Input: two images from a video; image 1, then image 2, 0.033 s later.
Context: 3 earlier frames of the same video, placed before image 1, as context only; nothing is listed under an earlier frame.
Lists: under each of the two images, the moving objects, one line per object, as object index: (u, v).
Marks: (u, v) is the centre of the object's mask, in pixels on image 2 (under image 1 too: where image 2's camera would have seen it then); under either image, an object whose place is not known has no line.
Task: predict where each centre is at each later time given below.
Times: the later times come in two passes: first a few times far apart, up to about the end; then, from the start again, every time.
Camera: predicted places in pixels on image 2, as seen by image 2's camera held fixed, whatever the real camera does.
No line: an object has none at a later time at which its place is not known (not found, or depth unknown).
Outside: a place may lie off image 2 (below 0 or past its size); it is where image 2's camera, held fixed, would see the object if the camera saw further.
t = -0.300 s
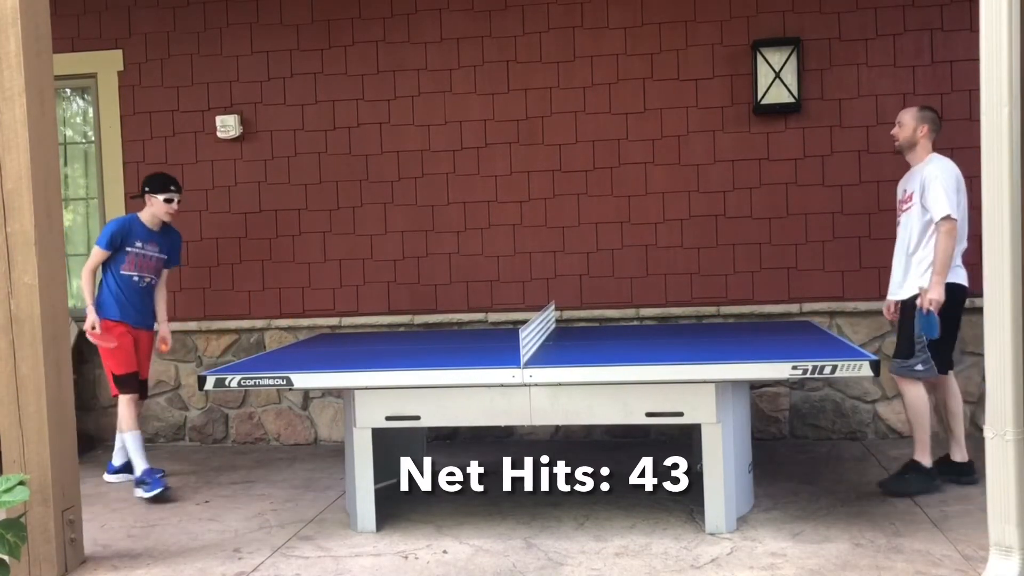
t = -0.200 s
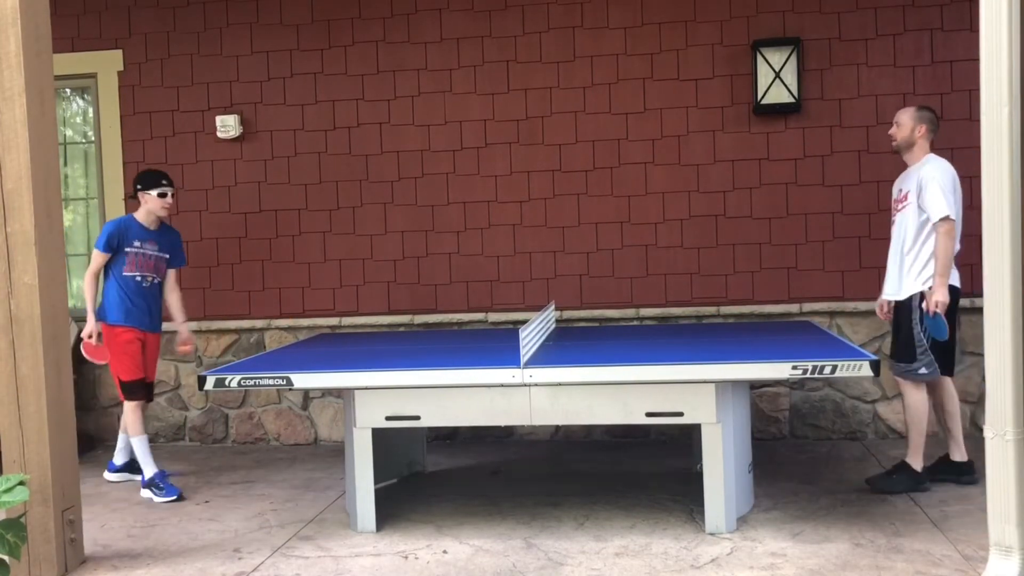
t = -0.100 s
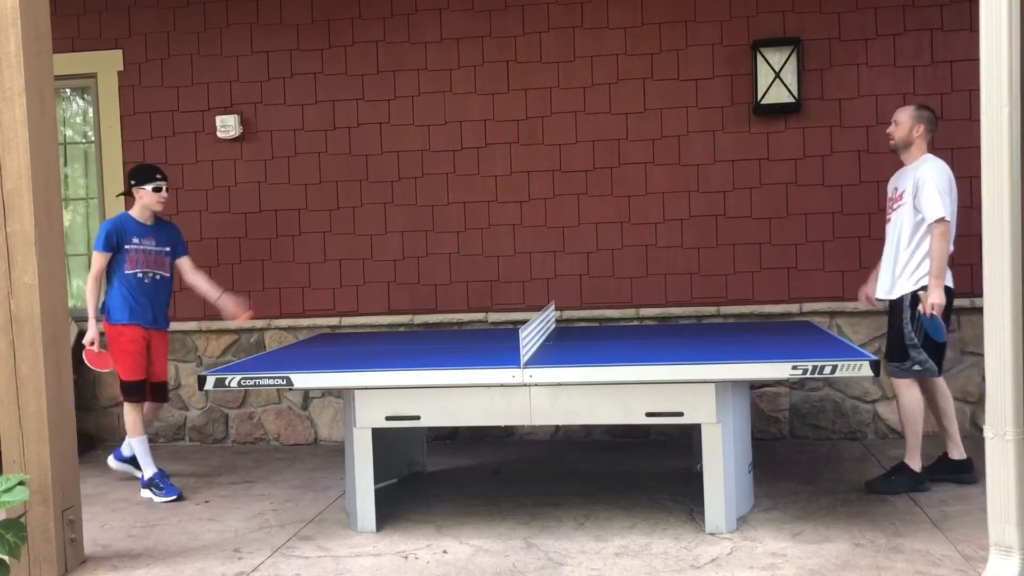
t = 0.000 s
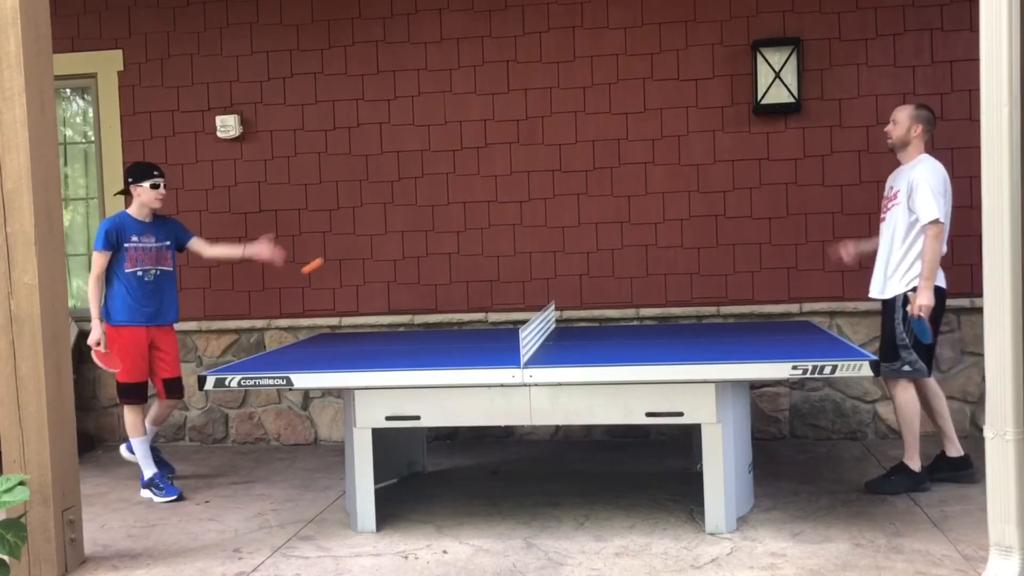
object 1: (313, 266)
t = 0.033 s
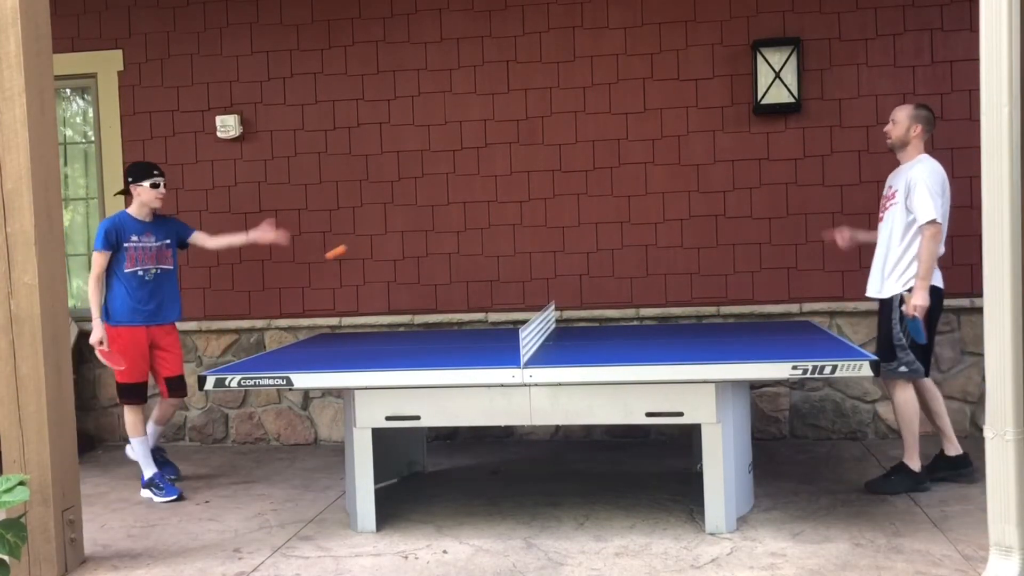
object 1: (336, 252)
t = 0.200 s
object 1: (451, 218)
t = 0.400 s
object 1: (590, 252)
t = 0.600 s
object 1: (715, 304)
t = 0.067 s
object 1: (359, 241)
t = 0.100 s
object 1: (382, 232)
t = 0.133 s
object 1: (405, 225)
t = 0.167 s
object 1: (428, 220)
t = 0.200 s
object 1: (451, 218)
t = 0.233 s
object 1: (475, 218)
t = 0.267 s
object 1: (498, 220)
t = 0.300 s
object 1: (521, 225)
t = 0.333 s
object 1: (544, 232)
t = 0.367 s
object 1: (567, 241)
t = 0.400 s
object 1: (590, 252)
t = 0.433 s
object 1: (613, 266)
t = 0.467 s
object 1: (636, 283)
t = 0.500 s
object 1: (658, 300)
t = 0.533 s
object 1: (682, 323)
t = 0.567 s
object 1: (700, 324)
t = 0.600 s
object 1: (715, 304)
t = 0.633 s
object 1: (729, 287)
